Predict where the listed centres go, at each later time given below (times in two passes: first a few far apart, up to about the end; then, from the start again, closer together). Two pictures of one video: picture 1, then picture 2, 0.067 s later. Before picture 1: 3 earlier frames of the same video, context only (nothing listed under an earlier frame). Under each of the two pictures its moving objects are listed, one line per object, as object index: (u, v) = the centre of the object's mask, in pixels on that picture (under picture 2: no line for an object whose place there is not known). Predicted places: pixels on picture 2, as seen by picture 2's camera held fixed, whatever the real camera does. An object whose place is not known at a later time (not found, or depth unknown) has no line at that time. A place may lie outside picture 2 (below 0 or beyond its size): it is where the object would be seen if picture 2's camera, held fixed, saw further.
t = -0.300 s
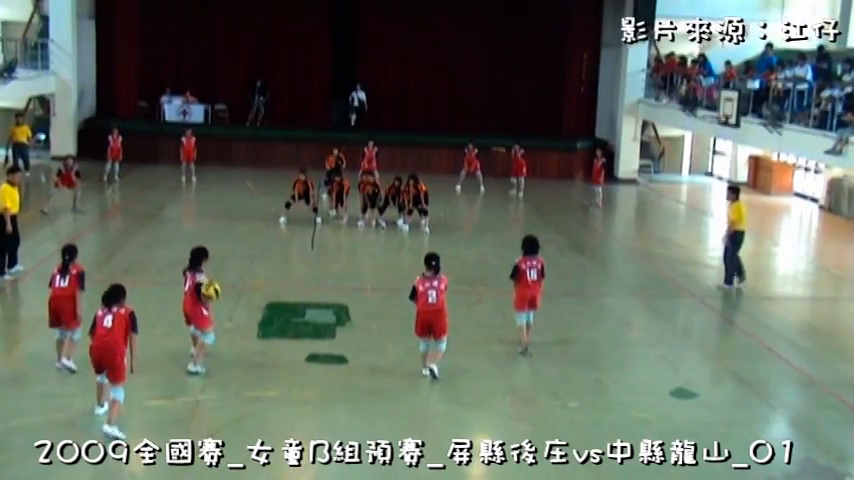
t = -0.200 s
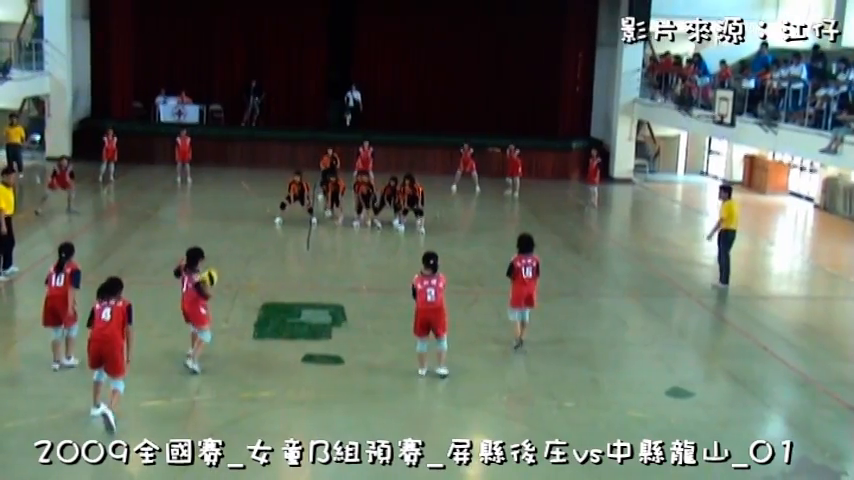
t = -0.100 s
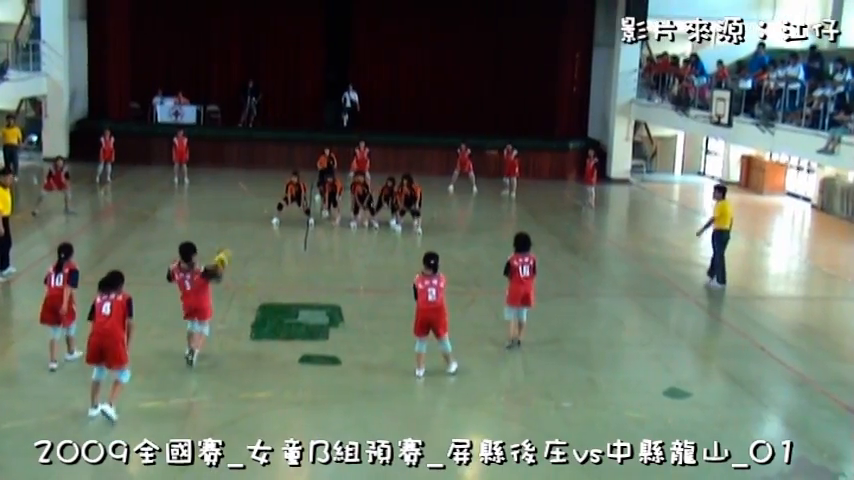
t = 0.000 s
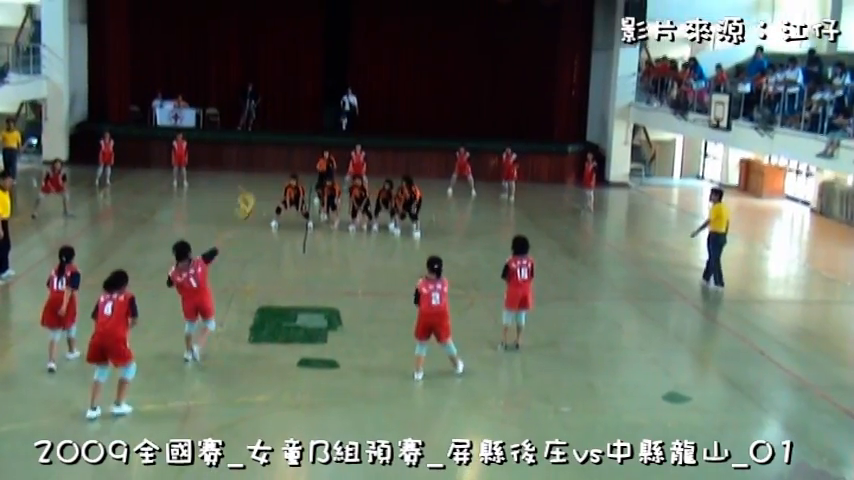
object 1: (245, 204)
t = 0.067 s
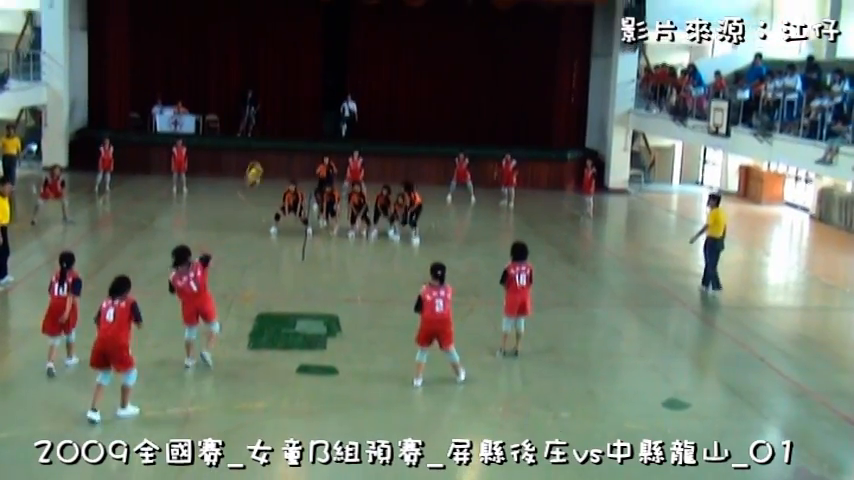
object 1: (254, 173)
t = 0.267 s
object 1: (278, 92)
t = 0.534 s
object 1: (306, 40)
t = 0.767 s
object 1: (322, 31)
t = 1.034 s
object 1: (335, 51)
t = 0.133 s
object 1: (262, 140)
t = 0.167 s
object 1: (266, 125)
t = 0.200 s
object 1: (271, 114)
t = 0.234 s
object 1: (275, 101)
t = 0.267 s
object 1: (278, 92)
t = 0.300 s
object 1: (282, 81)
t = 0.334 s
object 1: (286, 72)
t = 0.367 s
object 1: (289, 66)
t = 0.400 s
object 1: (293, 59)
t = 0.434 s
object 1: (296, 53)
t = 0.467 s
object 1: (299, 49)
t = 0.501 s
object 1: (302, 44)
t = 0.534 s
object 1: (306, 40)
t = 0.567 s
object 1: (308, 37)
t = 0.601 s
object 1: (311, 35)
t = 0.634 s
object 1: (313, 33)
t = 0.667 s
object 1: (316, 32)
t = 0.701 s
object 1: (318, 31)
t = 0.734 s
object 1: (320, 31)
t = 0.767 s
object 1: (322, 31)
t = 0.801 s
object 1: (324, 33)
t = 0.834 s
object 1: (326, 34)
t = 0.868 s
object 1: (328, 36)
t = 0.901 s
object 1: (329, 38)
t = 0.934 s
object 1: (331, 41)
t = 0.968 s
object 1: (332, 44)
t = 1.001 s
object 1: (334, 47)
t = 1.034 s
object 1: (335, 51)
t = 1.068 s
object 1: (336, 55)
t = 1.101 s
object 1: (337, 60)
